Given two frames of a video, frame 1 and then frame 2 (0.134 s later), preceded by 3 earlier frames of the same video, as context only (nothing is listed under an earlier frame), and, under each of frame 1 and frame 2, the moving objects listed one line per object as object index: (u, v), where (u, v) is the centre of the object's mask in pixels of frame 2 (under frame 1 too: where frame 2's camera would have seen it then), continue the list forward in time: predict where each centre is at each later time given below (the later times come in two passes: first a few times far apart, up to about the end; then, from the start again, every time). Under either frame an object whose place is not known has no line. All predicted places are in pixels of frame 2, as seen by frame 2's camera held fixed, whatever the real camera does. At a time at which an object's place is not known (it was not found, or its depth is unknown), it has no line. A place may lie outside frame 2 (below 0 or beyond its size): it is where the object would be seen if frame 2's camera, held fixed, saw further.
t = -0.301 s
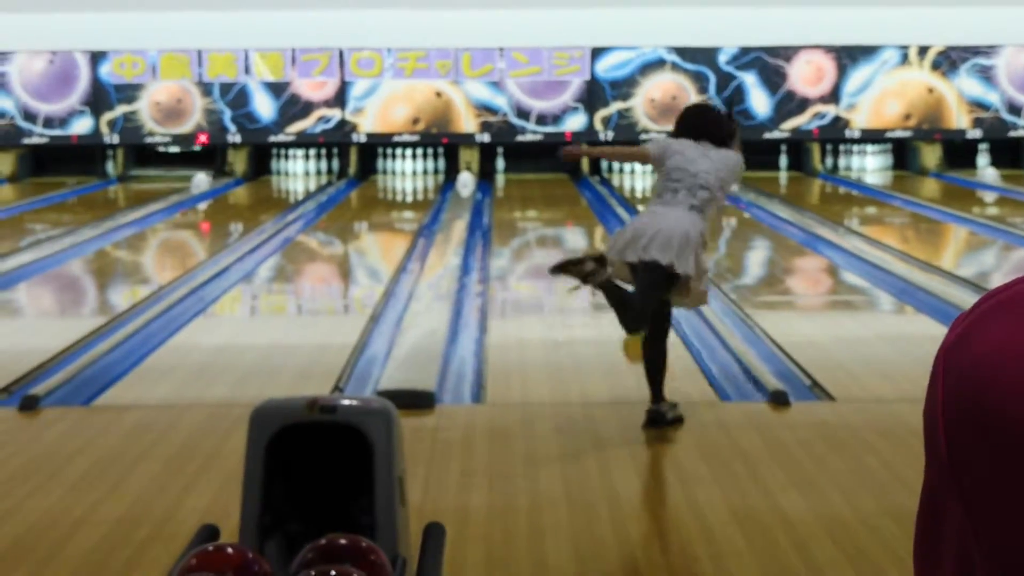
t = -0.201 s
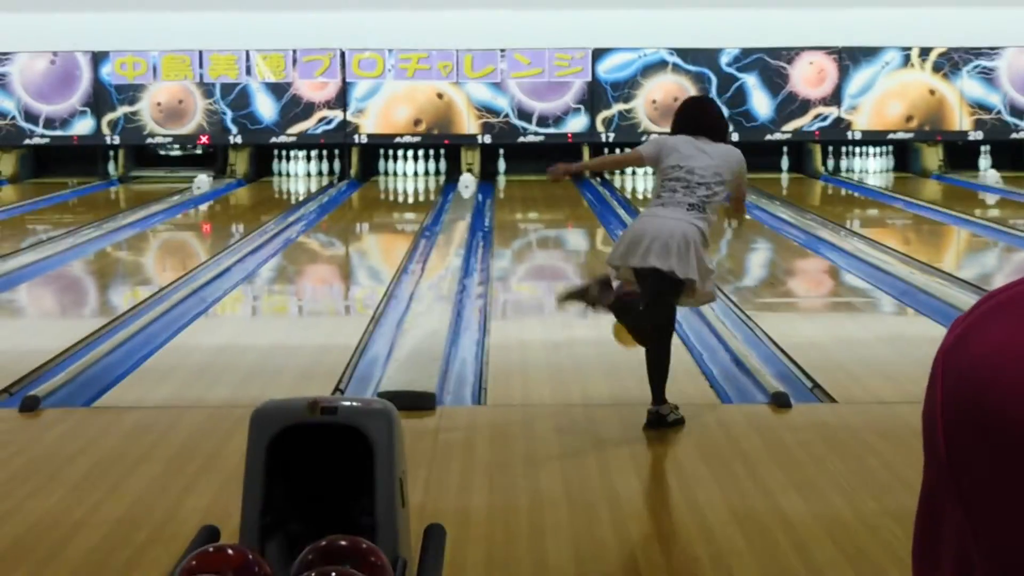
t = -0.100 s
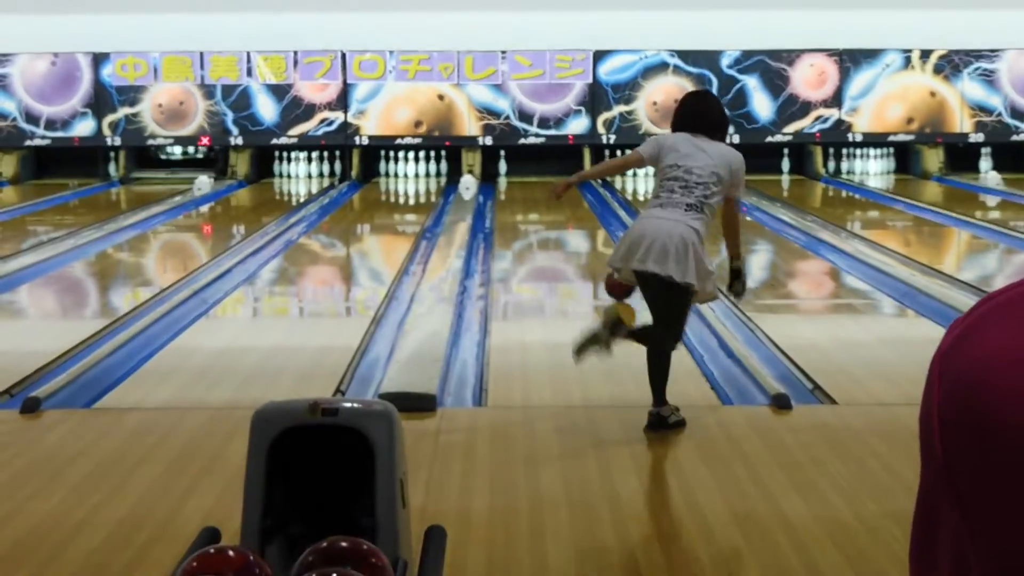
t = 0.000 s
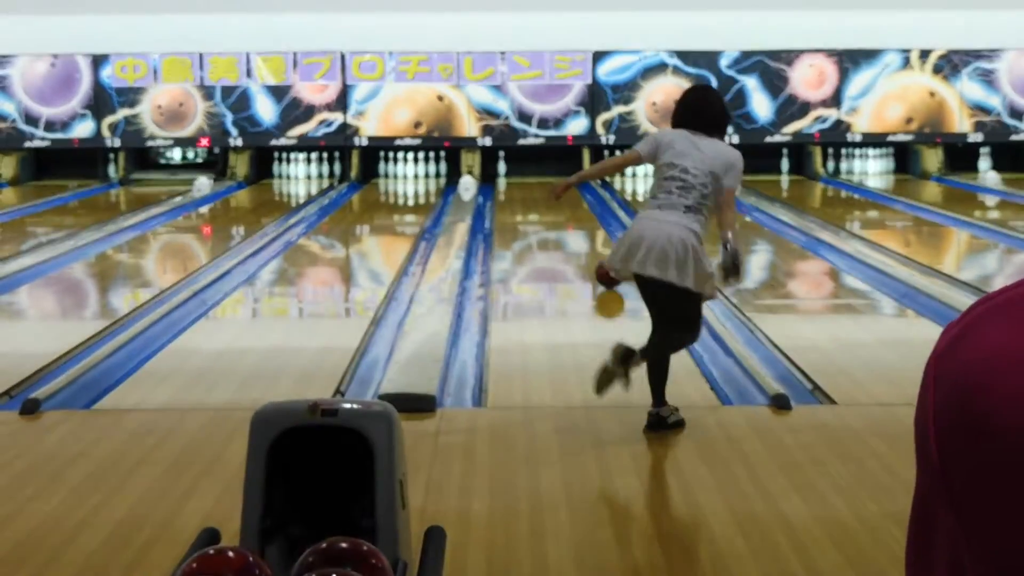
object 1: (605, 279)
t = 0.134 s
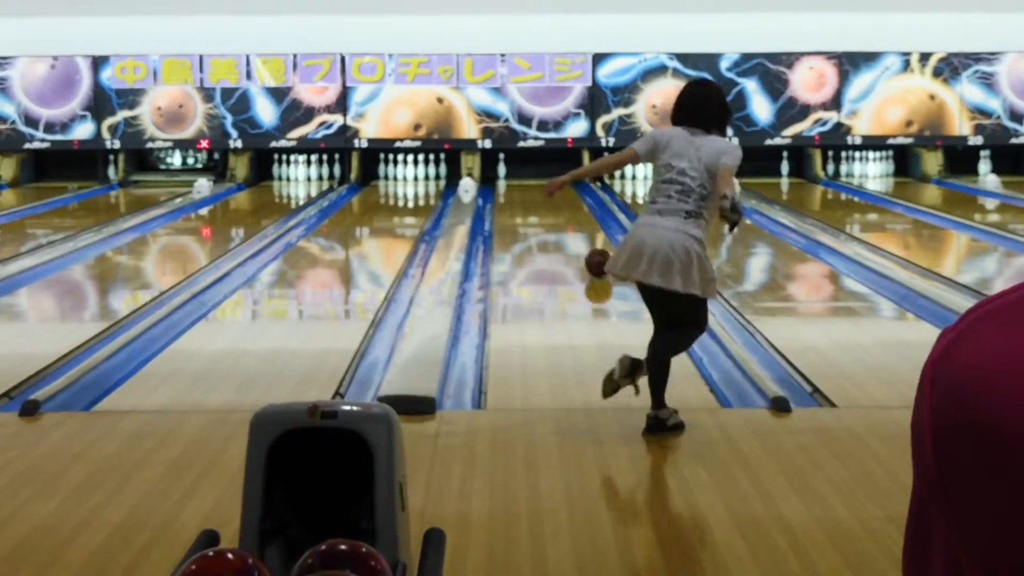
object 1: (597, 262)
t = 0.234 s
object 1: (591, 254)
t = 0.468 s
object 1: (576, 236)
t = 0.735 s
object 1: (562, 221)
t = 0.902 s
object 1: (554, 212)
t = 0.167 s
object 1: (596, 259)
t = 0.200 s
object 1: (594, 257)
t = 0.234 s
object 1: (591, 254)
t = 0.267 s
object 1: (589, 251)
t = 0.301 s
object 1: (587, 249)
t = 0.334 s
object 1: (584, 246)
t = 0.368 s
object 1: (583, 243)
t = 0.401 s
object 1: (581, 241)
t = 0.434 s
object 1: (578, 238)
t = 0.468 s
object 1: (576, 236)
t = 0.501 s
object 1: (574, 234)
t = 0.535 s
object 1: (572, 232)
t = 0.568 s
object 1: (570, 230)
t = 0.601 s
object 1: (568, 228)
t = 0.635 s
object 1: (567, 226)
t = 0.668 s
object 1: (565, 224)
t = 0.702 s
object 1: (563, 223)
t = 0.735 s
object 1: (562, 221)
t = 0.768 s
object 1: (560, 219)
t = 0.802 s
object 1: (559, 217)
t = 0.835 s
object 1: (557, 216)
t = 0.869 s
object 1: (556, 213)
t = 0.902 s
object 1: (554, 212)
